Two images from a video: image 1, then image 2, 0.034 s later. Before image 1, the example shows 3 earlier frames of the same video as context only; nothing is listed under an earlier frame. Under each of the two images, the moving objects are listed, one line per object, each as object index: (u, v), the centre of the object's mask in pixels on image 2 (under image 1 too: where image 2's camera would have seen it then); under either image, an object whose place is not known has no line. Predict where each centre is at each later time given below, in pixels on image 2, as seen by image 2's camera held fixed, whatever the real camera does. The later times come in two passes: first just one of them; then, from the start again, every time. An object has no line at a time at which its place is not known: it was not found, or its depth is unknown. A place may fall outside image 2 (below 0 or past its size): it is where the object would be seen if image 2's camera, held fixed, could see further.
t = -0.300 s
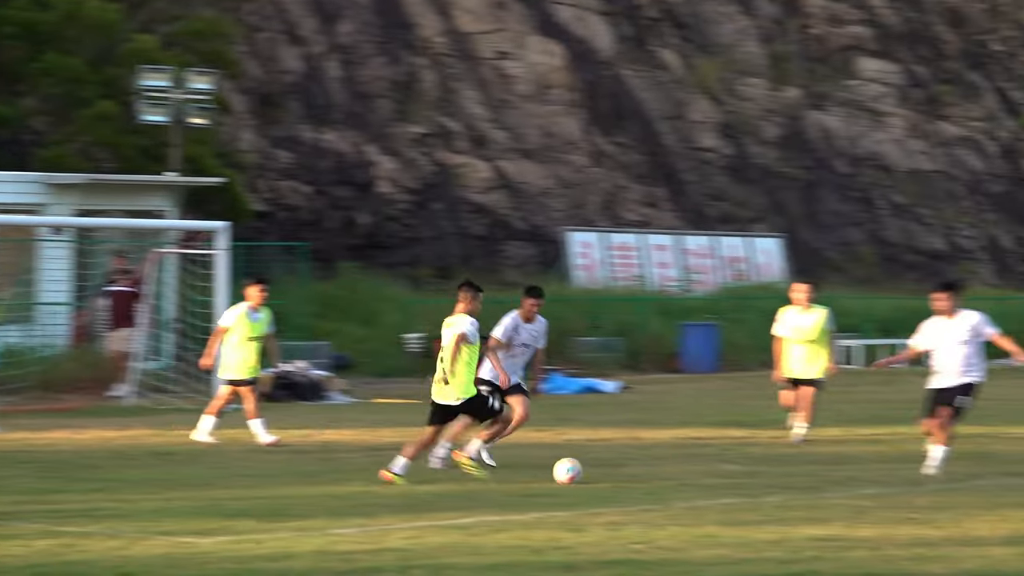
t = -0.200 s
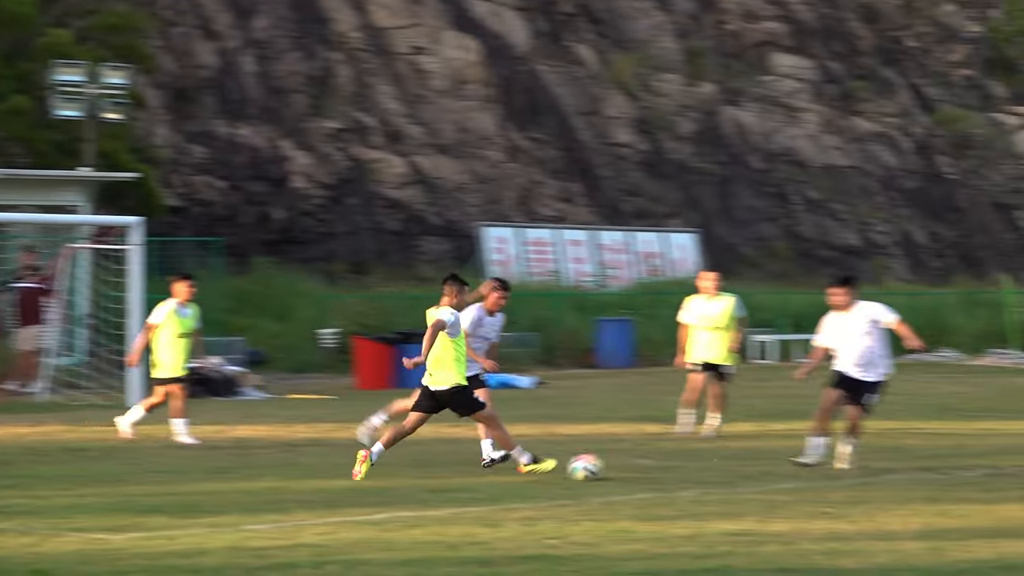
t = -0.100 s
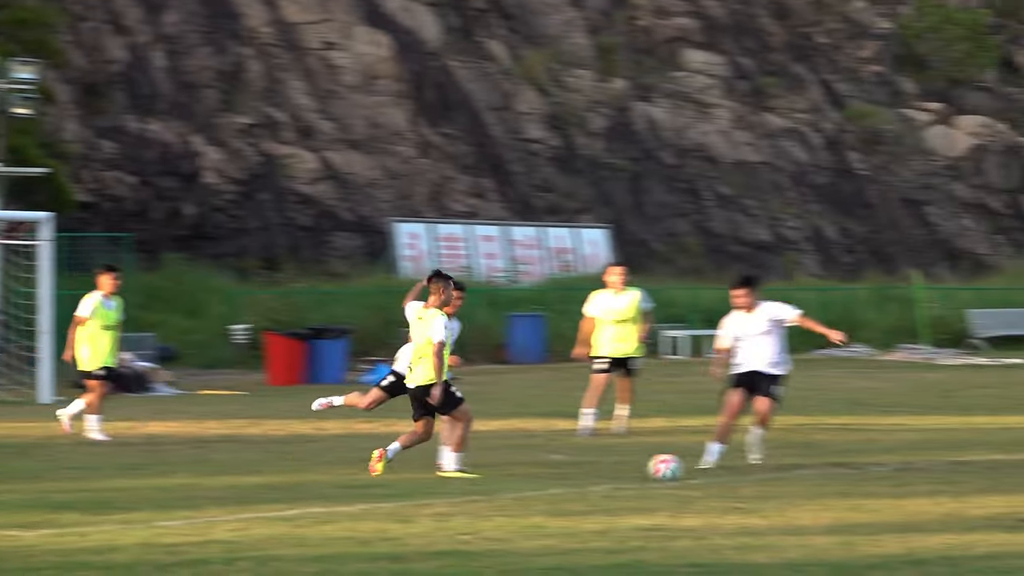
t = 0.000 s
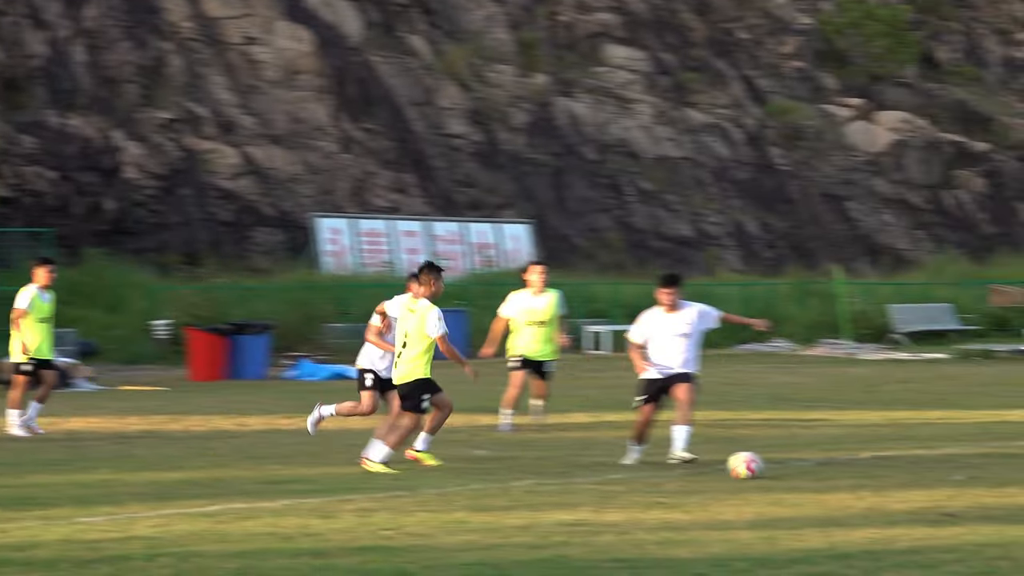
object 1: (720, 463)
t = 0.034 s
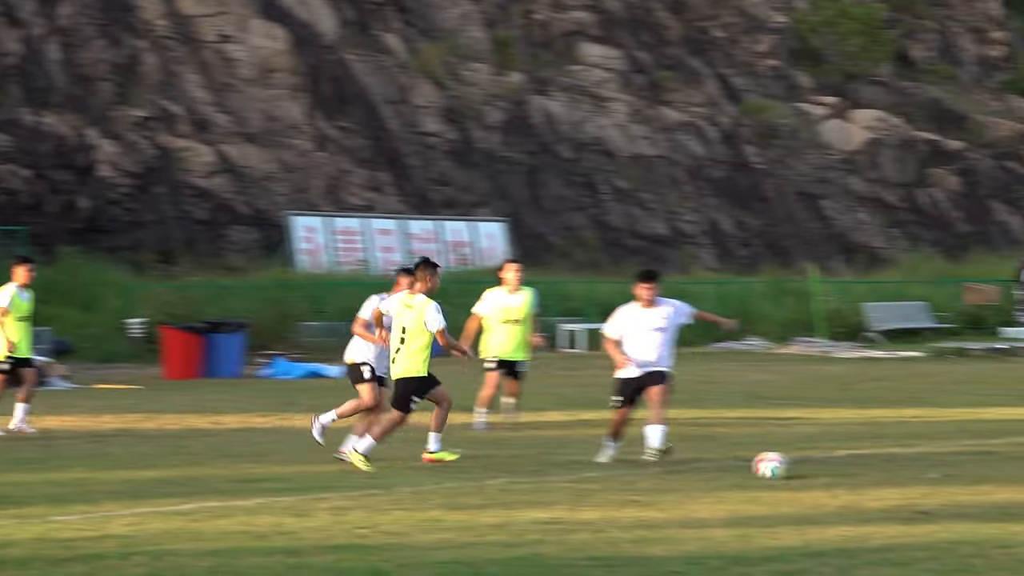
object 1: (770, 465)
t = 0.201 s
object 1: (1008, 470)
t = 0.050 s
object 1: (797, 467)
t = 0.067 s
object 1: (820, 467)
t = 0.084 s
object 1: (844, 468)
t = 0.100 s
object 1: (869, 467)
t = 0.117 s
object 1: (893, 468)
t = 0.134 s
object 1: (916, 468)
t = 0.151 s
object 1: (940, 469)
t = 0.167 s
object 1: (962, 469)
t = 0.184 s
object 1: (985, 469)
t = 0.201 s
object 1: (1008, 470)
